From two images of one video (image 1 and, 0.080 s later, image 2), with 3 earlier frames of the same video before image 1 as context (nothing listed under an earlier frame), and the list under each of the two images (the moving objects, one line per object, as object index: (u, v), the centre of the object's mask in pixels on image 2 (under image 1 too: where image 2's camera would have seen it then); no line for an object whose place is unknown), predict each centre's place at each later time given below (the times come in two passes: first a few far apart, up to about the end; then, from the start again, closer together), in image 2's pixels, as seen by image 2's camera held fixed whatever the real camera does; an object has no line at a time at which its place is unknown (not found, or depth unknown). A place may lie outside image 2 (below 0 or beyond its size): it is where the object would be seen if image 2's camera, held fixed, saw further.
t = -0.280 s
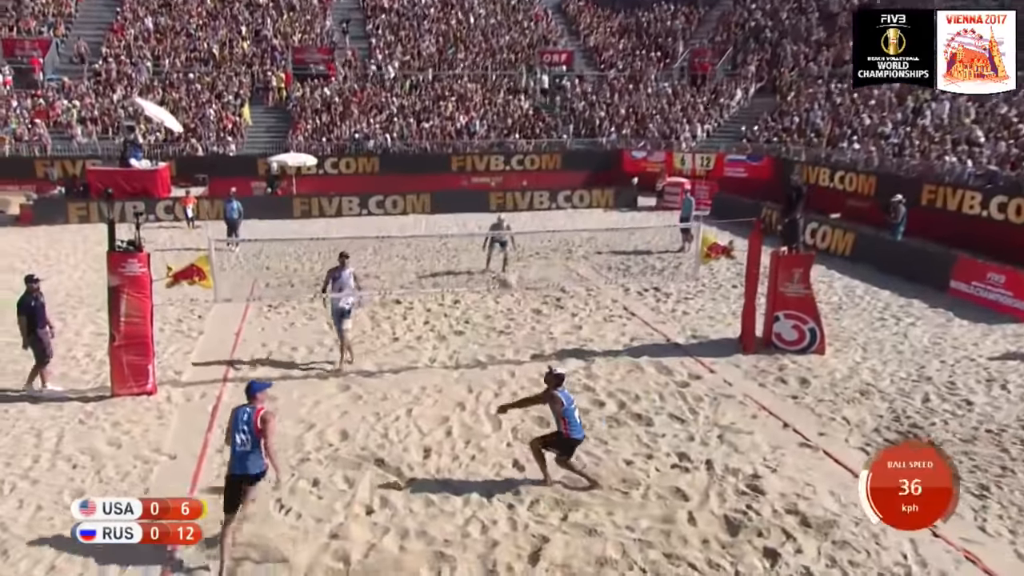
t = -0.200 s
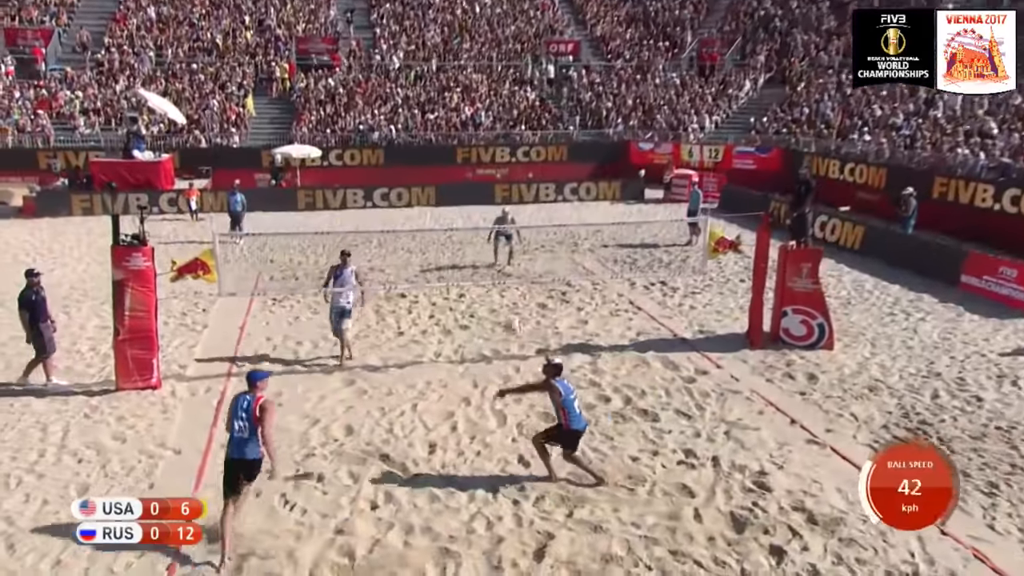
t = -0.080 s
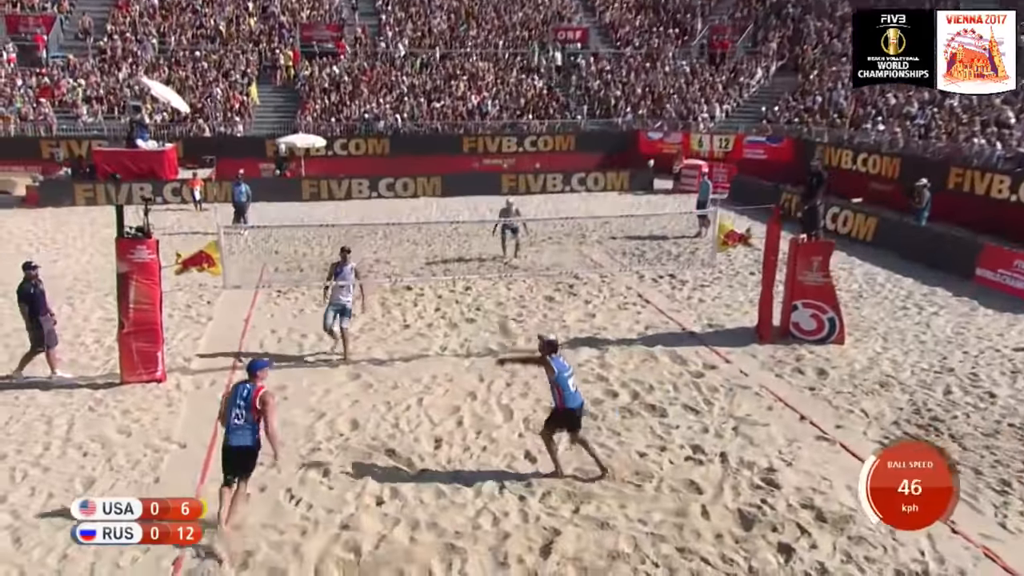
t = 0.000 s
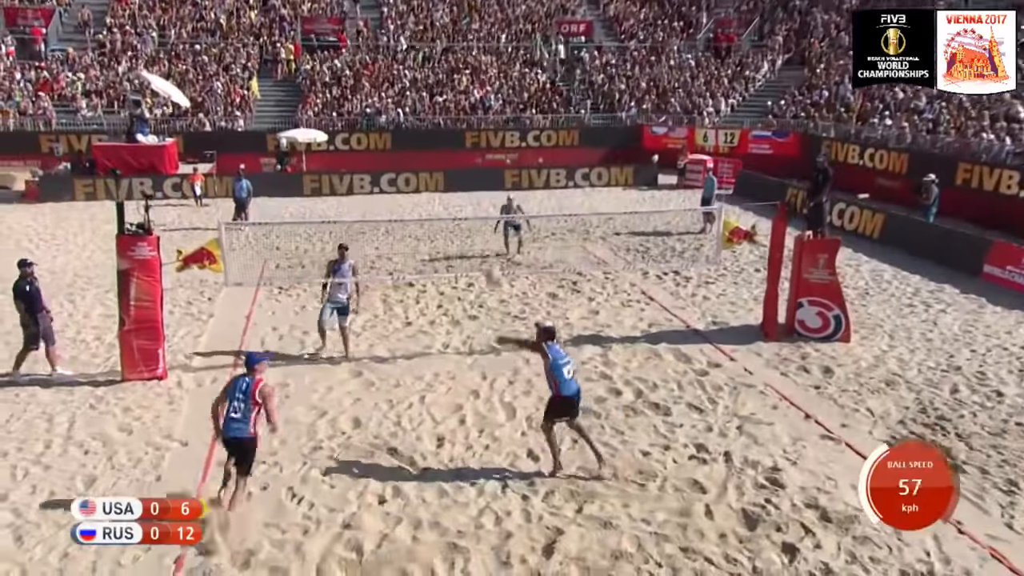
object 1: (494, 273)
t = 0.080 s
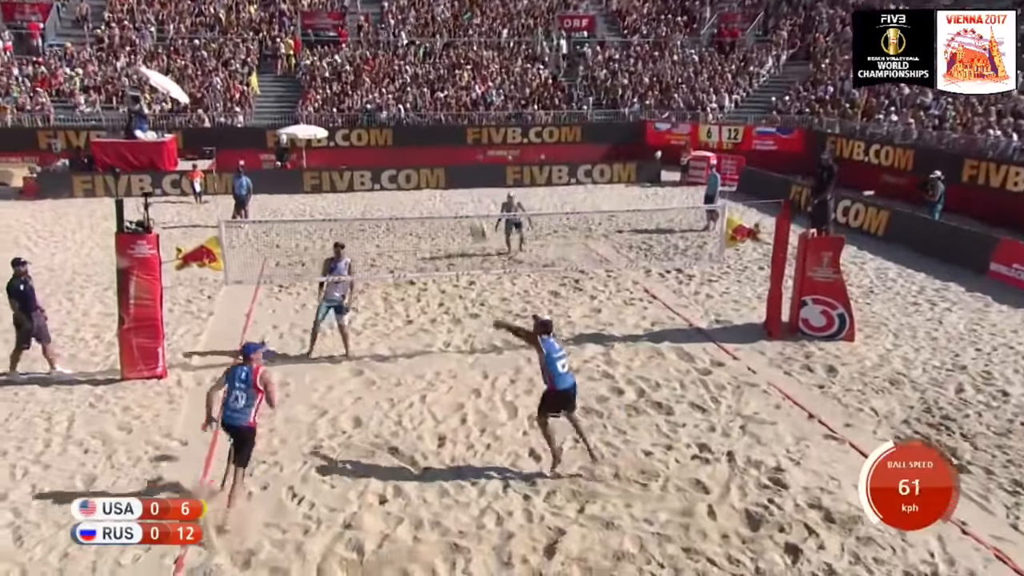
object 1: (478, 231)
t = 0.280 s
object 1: (441, 154)
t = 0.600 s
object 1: (385, 99)
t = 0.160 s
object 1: (464, 195)
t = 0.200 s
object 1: (455, 181)
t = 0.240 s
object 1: (449, 167)
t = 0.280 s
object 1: (441, 154)
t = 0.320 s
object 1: (433, 144)
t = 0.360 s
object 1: (427, 135)
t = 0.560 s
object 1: (391, 102)
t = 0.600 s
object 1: (385, 99)
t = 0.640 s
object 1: (379, 98)
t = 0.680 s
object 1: (371, 98)
